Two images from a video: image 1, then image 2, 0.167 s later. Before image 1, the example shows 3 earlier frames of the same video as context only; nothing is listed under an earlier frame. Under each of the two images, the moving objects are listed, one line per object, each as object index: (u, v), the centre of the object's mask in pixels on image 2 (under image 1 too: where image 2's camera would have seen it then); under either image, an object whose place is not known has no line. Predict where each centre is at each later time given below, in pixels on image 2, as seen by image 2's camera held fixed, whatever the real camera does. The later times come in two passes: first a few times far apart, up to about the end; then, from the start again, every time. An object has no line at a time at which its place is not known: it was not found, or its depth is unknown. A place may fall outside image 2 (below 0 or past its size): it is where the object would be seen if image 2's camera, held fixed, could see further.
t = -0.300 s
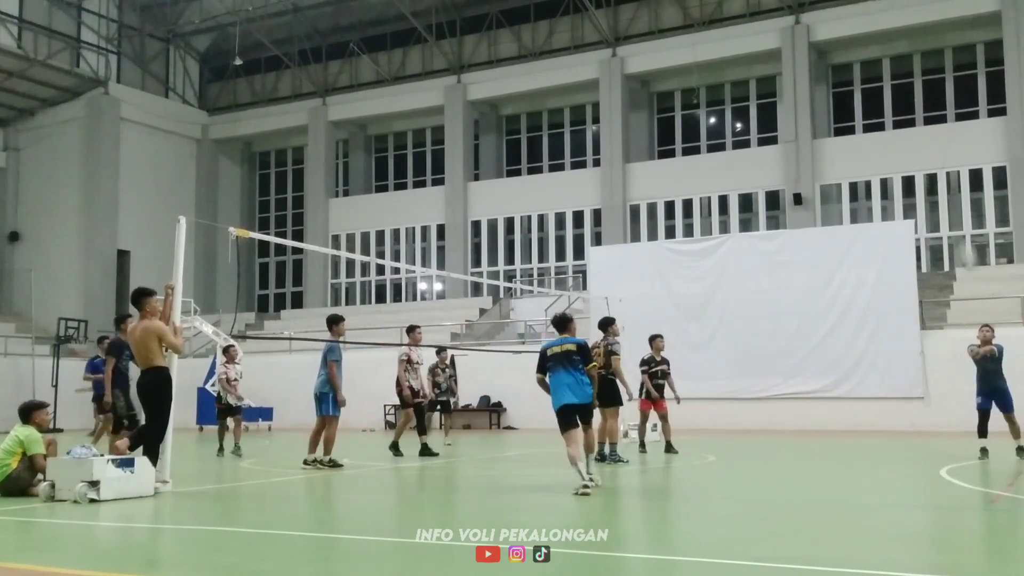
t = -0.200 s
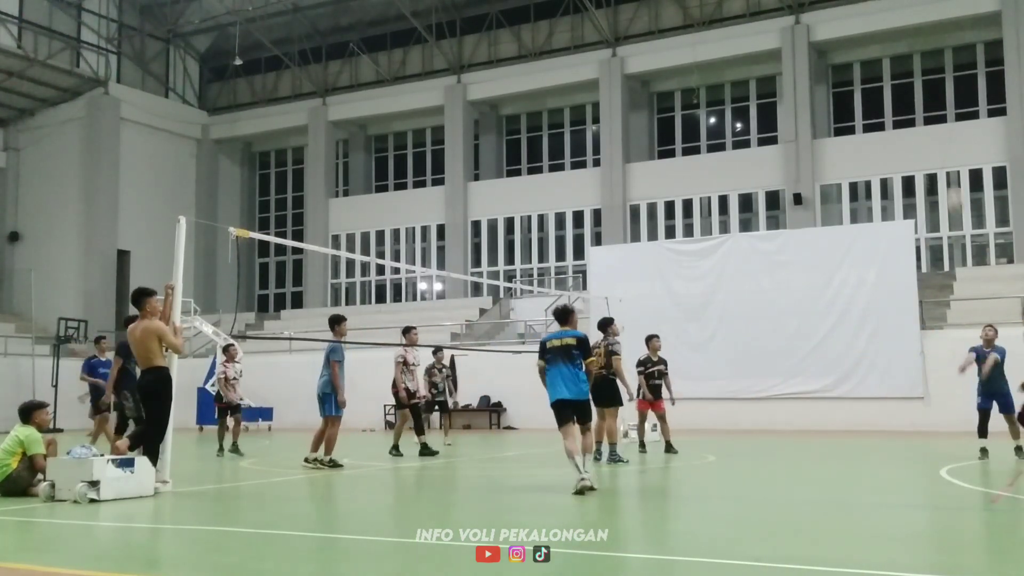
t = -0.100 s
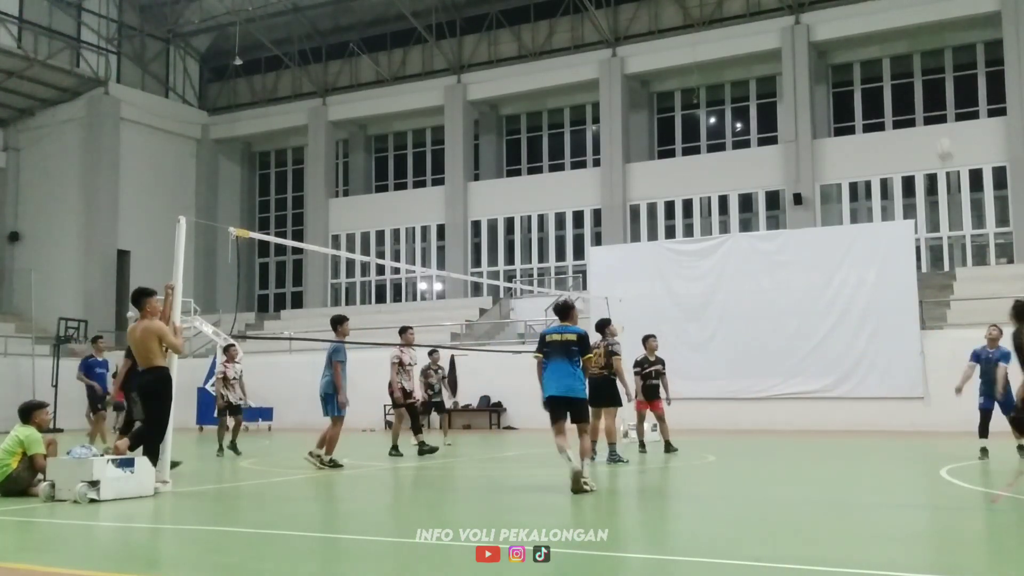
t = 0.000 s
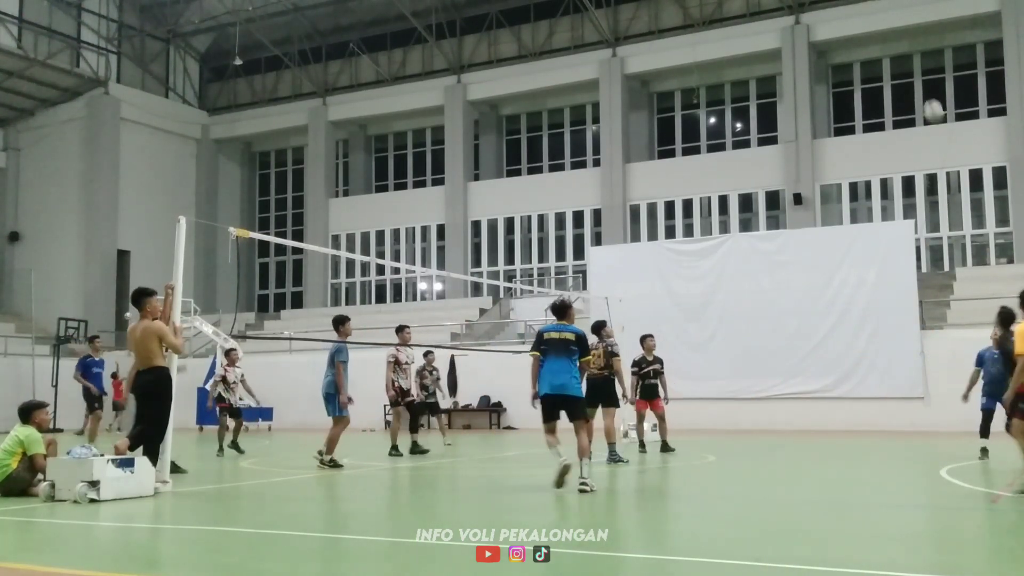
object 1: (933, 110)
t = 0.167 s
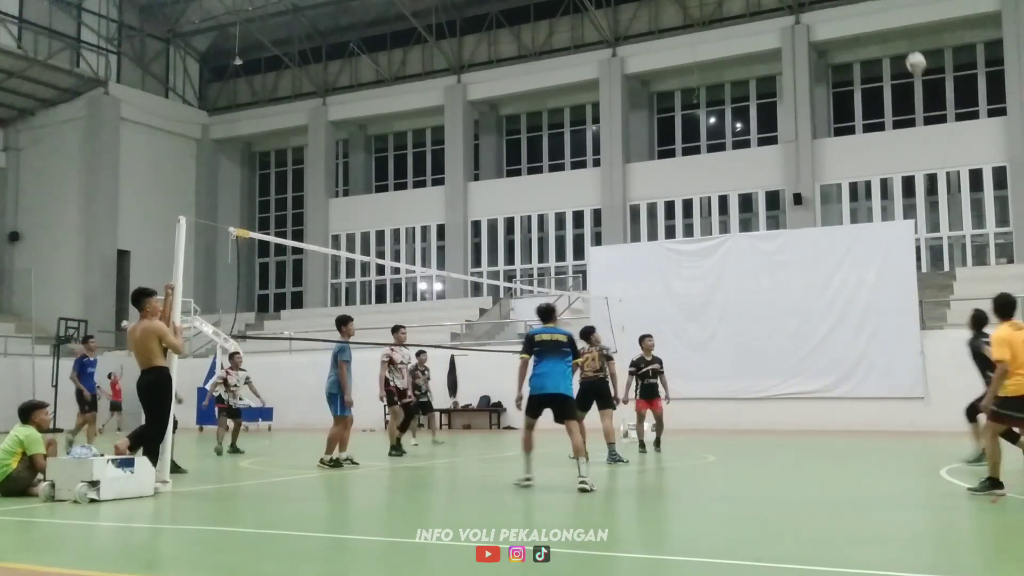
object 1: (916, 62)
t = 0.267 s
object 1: (906, 44)
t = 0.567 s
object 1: (879, 34)
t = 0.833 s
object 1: (856, 88)
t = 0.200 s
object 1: (913, 56)
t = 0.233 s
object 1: (910, 49)
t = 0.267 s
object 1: (906, 44)
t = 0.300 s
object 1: (903, 39)
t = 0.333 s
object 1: (899, 36)
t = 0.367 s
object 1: (896, 33)
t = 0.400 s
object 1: (893, 31)
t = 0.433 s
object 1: (890, 30)
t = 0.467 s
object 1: (888, 30)
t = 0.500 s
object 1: (885, 31)
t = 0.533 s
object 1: (882, 32)
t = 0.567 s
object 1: (879, 34)
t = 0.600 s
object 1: (877, 36)
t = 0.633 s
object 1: (873, 43)
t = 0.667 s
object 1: (870, 48)
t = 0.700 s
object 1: (867, 54)
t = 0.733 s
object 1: (864, 62)
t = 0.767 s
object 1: (861, 69)
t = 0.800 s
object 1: (859, 79)
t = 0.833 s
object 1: (856, 88)
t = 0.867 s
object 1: (853, 99)
